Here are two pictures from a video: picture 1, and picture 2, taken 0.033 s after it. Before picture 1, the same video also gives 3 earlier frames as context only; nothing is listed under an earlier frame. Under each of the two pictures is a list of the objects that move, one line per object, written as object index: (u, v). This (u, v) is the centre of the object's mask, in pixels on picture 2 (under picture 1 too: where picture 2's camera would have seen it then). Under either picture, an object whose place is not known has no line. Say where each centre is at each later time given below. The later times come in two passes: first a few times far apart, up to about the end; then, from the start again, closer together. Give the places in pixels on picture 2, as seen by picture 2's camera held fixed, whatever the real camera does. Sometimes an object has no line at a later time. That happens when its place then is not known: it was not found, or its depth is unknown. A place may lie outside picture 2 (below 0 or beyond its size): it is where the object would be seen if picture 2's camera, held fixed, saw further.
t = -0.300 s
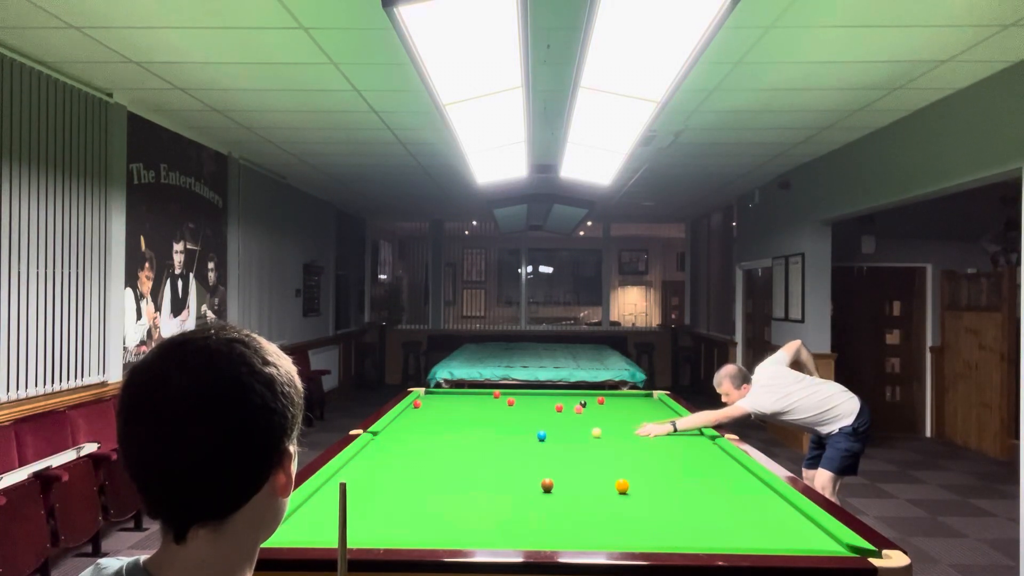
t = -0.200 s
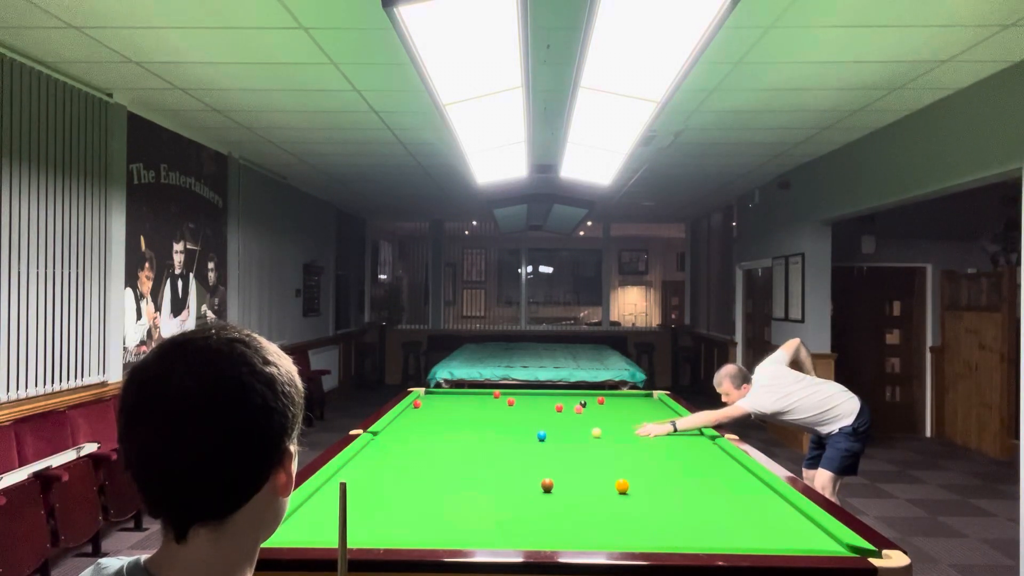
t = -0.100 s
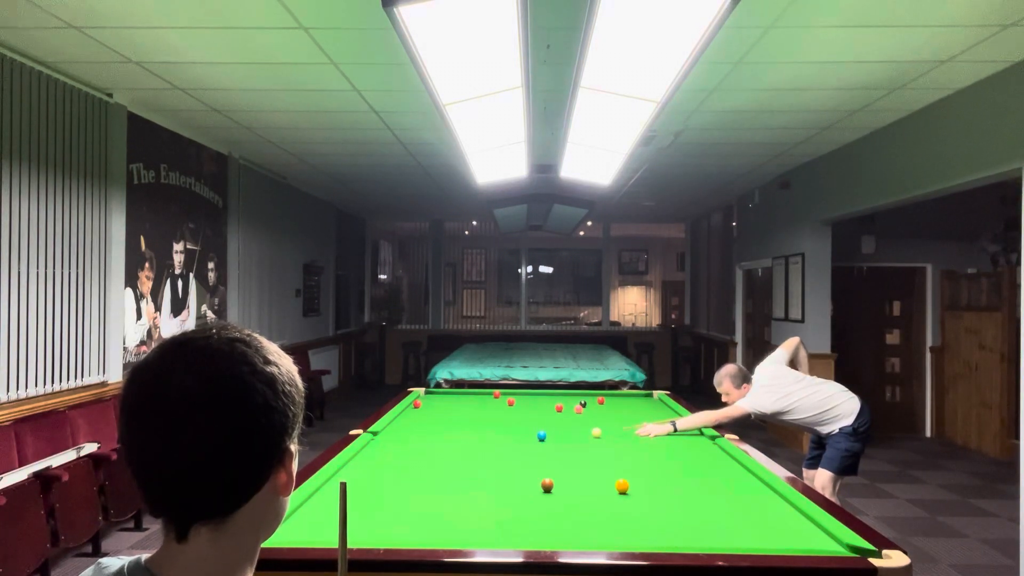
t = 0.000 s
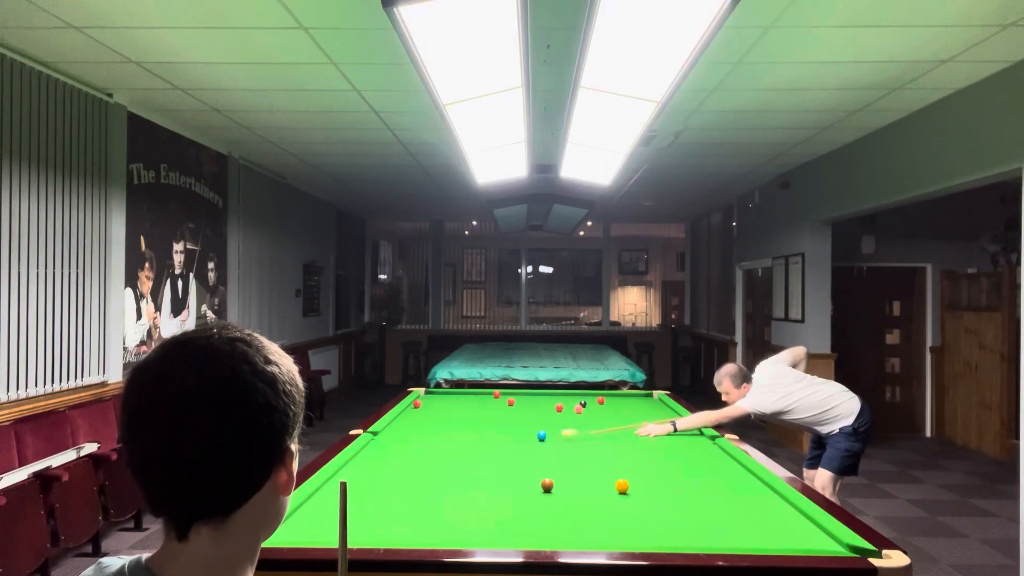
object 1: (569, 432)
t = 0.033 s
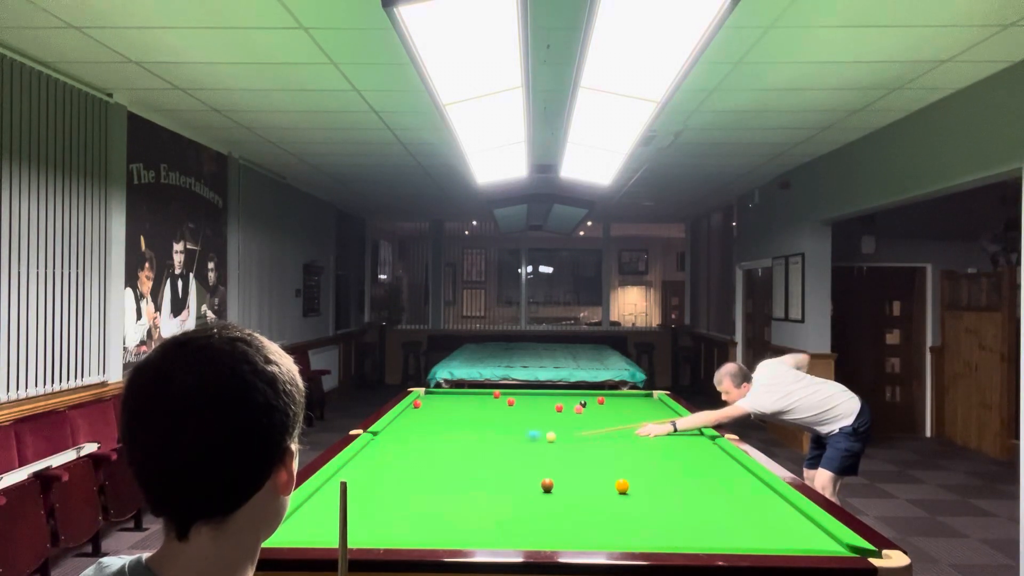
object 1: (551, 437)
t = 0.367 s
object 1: (528, 461)
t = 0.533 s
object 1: (513, 475)
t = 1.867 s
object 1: (450, 486)
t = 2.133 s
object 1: (452, 473)
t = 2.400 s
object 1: (454, 463)
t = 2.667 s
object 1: (454, 454)
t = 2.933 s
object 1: (455, 446)
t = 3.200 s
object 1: (456, 439)
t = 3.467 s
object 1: (456, 433)
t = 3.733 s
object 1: (457, 428)
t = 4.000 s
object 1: (457, 423)
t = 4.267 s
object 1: (458, 419)
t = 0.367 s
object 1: (528, 461)
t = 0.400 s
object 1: (525, 464)
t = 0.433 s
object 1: (522, 467)
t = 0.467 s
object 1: (519, 469)
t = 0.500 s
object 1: (516, 472)
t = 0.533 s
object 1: (513, 475)
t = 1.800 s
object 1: (450, 489)
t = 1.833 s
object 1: (450, 487)
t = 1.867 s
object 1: (450, 486)
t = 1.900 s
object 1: (451, 484)
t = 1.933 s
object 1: (451, 483)
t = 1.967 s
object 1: (451, 481)
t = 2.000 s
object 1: (451, 480)
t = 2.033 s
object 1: (452, 478)
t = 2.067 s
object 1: (452, 476)
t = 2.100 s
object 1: (452, 475)
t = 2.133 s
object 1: (452, 473)
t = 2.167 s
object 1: (452, 472)
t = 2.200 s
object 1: (452, 471)
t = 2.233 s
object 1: (452, 469)
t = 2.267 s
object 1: (453, 468)
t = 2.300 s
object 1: (453, 467)
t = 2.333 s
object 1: (453, 466)
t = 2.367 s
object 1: (453, 464)
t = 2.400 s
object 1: (454, 463)
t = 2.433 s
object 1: (454, 462)
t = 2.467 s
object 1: (454, 461)
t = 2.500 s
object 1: (454, 459)
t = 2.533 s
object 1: (454, 458)
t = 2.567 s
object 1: (454, 457)
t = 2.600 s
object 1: (454, 456)
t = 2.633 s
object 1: (454, 455)
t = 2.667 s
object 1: (454, 454)
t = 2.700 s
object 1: (455, 453)
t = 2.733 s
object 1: (455, 452)
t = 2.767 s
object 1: (455, 451)
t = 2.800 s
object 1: (455, 450)
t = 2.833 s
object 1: (455, 449)
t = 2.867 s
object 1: (455, 448)
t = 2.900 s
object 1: (455, 447)
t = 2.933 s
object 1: (455, 446)
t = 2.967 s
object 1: (455, 445)
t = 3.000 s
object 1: (455, 444)
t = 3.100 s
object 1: (456, 442)
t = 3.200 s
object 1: (456, 439)
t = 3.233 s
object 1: (456, 438)
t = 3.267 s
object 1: (456, 438)
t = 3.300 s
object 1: (456, 437)
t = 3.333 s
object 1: (456, 436)
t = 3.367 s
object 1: (456, 435)
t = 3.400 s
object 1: (456, 435)
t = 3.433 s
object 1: (456, 434)
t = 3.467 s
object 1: (456, 433)
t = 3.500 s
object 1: (456, 432)
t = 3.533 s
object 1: (456, 432)
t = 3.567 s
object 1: (457, 431)
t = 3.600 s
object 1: (456, 430)
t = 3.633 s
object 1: (457, 430)
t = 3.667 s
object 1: (457, 429)
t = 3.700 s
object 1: (457, 428)
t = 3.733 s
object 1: (457, 428)
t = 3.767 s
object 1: (457, 427)
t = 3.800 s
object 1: (457, 427)
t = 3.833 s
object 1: (457, 426)
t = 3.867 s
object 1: (457, 425)
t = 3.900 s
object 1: (457, 425)
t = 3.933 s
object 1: (457, 424)
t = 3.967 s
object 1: (457, 423)
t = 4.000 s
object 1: (457, 423)
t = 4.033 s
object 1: (457, 422)
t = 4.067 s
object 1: (457, 422)
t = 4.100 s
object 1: (457, 421)
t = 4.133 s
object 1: (457, 421)
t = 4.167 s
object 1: (458, 420)
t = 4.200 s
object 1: (458, 420)
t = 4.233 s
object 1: (458, 419)
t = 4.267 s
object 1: (458, 419)
